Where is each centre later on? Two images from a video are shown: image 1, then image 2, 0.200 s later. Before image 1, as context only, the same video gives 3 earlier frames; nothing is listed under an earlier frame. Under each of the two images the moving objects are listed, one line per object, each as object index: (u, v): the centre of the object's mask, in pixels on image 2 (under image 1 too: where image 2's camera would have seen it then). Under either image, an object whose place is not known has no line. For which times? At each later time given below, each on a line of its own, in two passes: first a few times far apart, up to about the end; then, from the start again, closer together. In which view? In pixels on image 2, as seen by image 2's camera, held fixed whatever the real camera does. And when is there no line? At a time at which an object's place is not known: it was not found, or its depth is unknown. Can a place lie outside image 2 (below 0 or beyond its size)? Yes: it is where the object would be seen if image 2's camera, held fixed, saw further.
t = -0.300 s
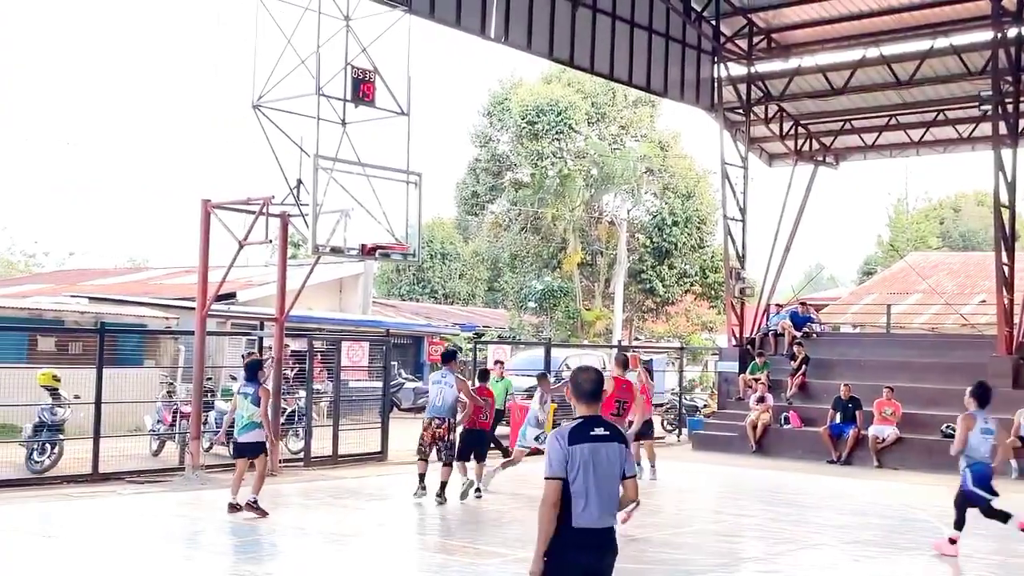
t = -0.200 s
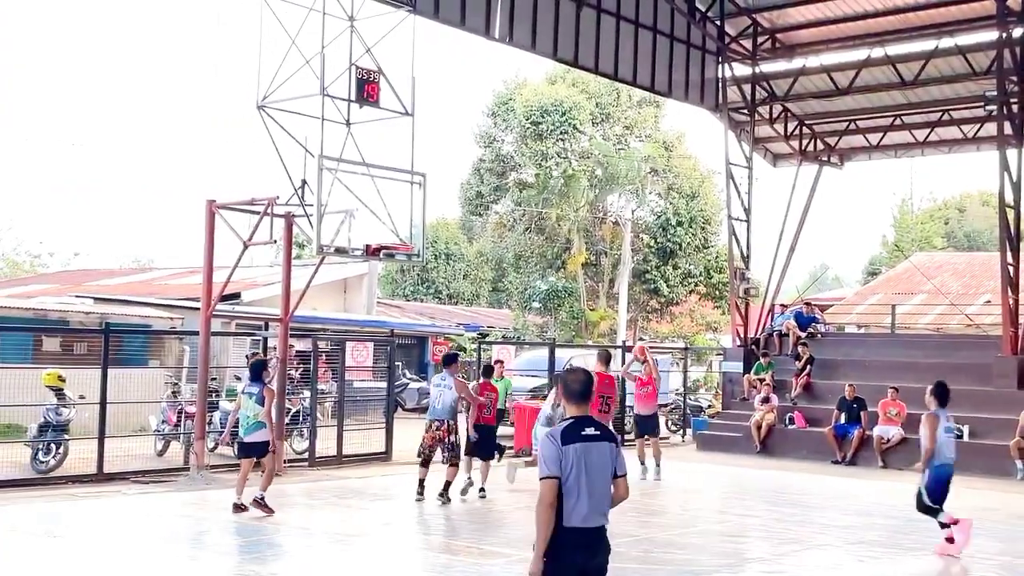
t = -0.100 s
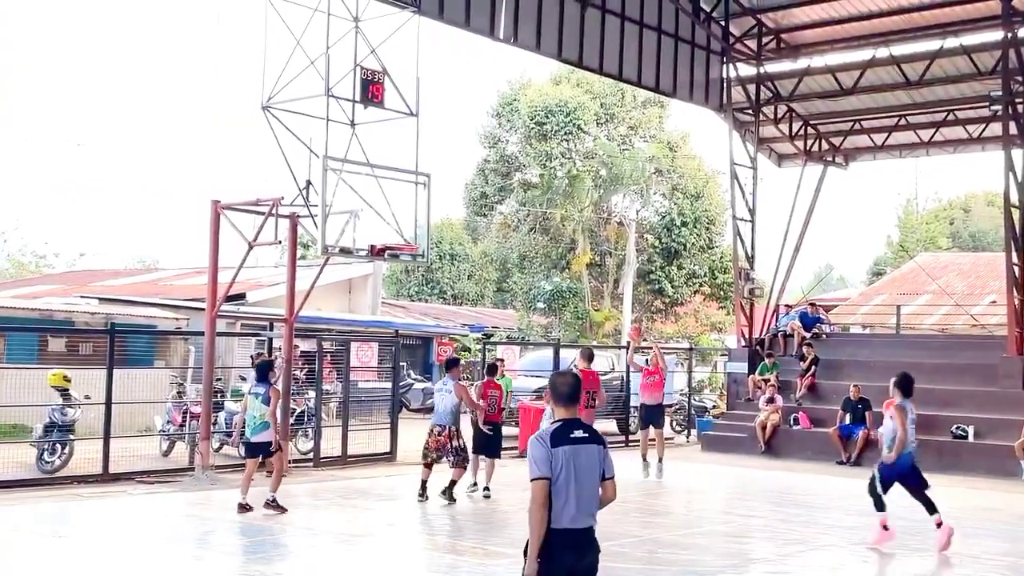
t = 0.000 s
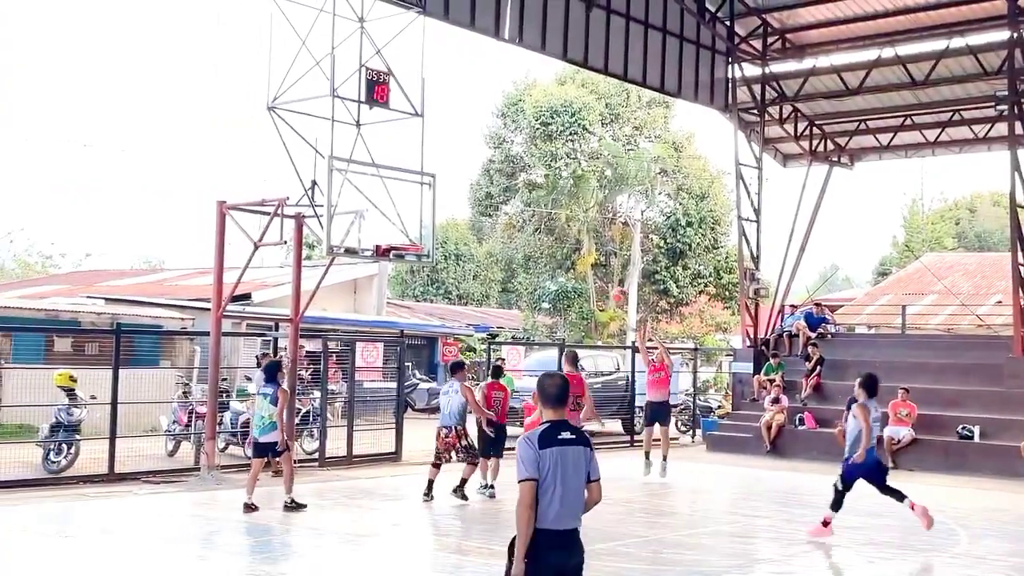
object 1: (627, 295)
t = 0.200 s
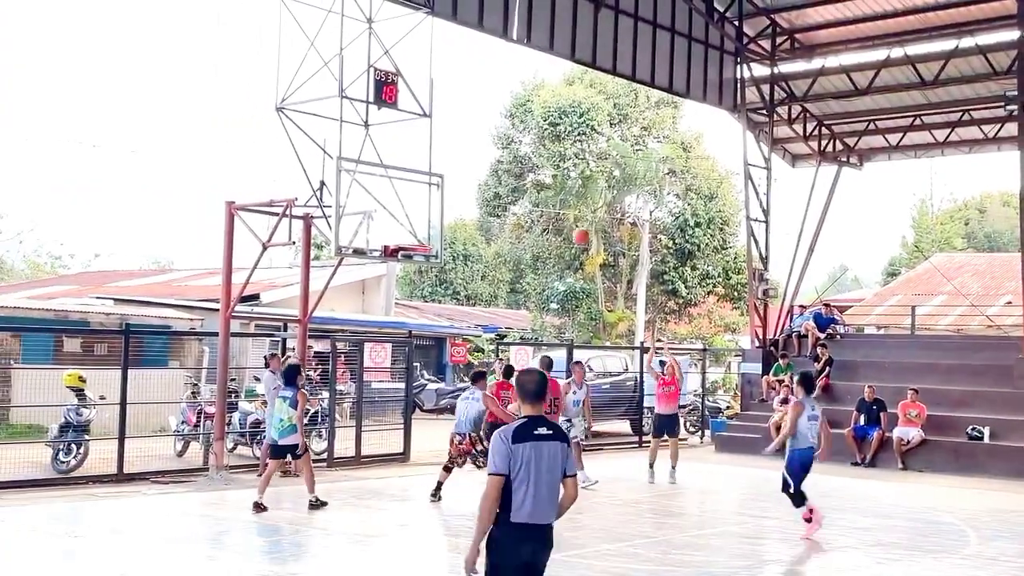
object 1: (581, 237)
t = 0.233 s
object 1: (572, 229)
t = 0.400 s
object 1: (531, 201)
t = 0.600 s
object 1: (476, 196)
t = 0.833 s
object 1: (405, 230)
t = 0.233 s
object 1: (572, 229)
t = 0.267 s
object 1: (564, 222)
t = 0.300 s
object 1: (555, 216)
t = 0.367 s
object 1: (539, 206)
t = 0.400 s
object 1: (531, 201)
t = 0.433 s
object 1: (521, 199)
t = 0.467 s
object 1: (512, 197)
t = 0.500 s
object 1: (503, 196)
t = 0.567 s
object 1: (484, 195)
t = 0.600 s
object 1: (476, 196)
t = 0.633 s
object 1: (466, 198)
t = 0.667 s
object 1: (456, 202)
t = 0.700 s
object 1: (446, 205)
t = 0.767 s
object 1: (426, 216)
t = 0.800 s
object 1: (415, 222)
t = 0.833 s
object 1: (405, 230)
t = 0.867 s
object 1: (395, 237)
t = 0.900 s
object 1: (386, 237)
